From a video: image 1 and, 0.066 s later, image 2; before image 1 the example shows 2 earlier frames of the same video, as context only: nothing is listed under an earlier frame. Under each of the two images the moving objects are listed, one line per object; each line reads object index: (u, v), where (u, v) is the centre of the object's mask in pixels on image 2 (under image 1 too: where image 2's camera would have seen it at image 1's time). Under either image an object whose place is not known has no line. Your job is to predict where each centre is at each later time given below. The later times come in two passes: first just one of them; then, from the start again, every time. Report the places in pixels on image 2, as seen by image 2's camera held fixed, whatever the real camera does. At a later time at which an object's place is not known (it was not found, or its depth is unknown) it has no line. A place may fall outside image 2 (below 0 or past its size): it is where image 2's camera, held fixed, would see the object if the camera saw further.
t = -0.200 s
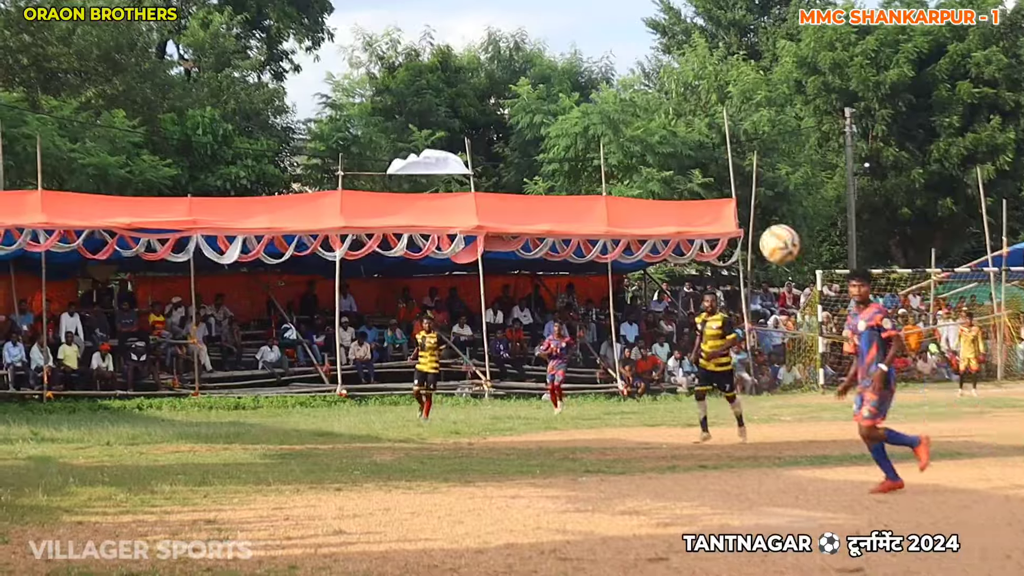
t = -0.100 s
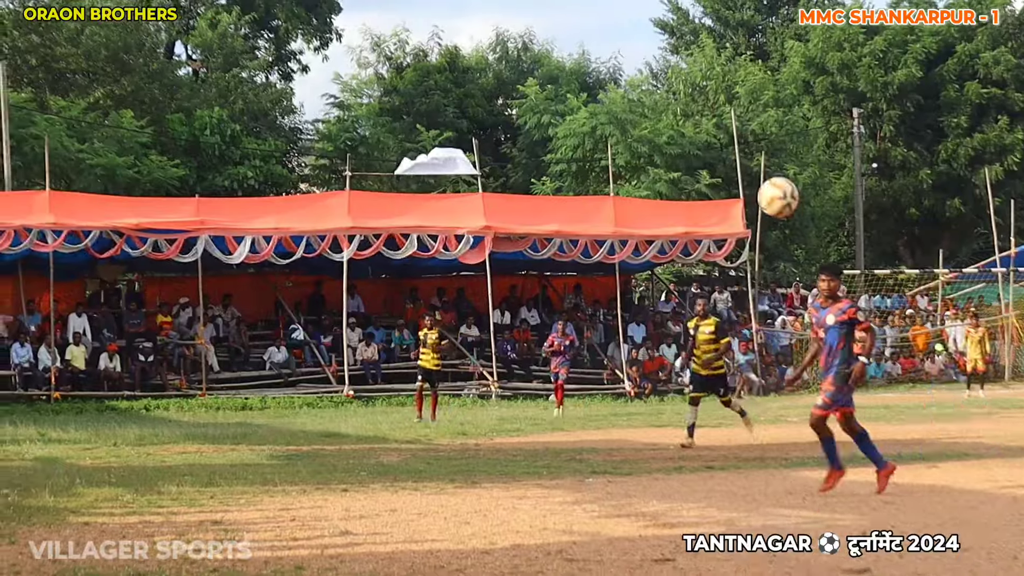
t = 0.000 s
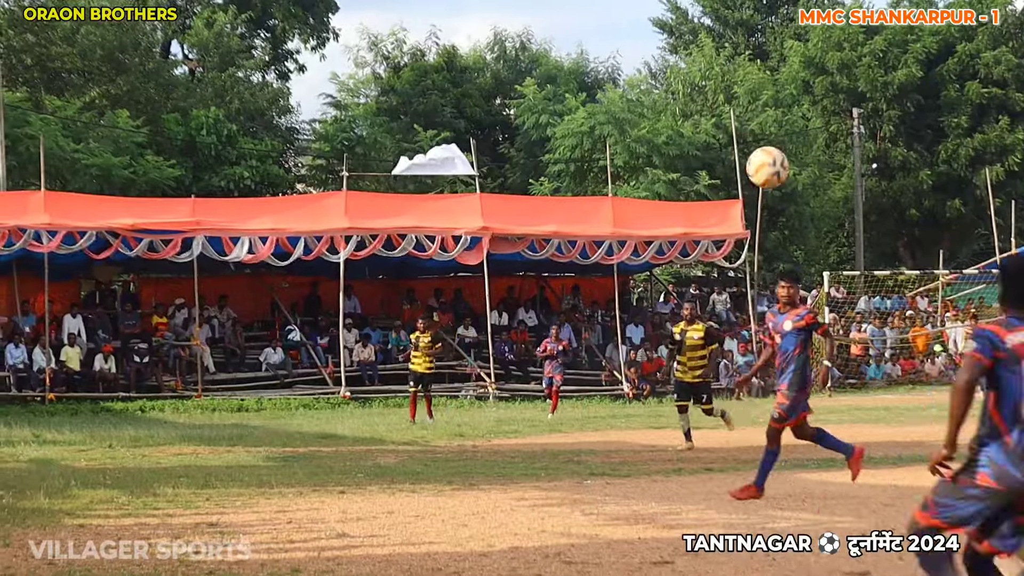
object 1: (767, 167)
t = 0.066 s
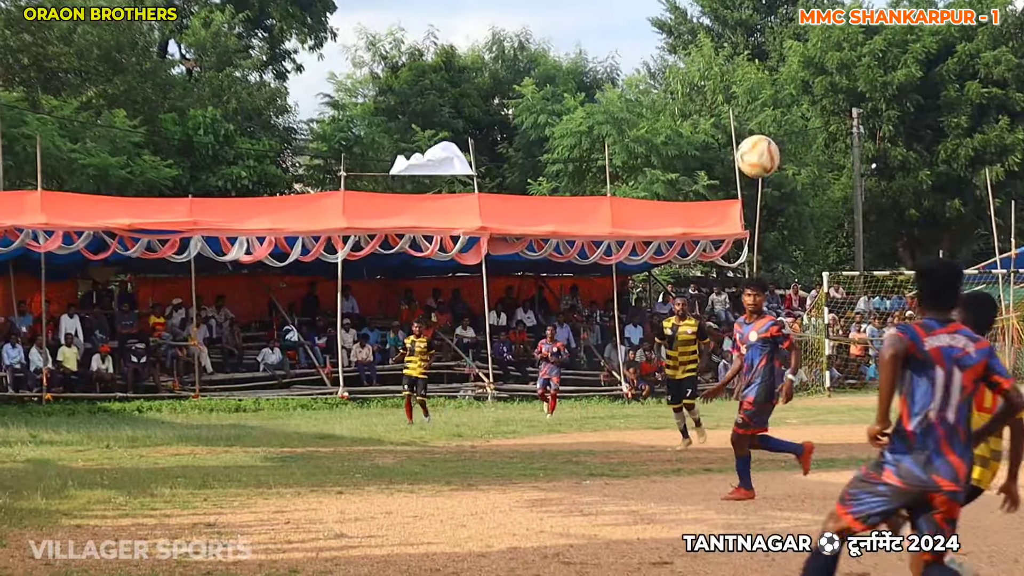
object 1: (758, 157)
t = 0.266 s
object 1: (733, 186)
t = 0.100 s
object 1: (756, 156)
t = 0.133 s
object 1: (751, 156)
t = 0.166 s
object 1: (746, 161)
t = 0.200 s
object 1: (744, 164)
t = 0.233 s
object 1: (738, 173)
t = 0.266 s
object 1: (733, 186)
